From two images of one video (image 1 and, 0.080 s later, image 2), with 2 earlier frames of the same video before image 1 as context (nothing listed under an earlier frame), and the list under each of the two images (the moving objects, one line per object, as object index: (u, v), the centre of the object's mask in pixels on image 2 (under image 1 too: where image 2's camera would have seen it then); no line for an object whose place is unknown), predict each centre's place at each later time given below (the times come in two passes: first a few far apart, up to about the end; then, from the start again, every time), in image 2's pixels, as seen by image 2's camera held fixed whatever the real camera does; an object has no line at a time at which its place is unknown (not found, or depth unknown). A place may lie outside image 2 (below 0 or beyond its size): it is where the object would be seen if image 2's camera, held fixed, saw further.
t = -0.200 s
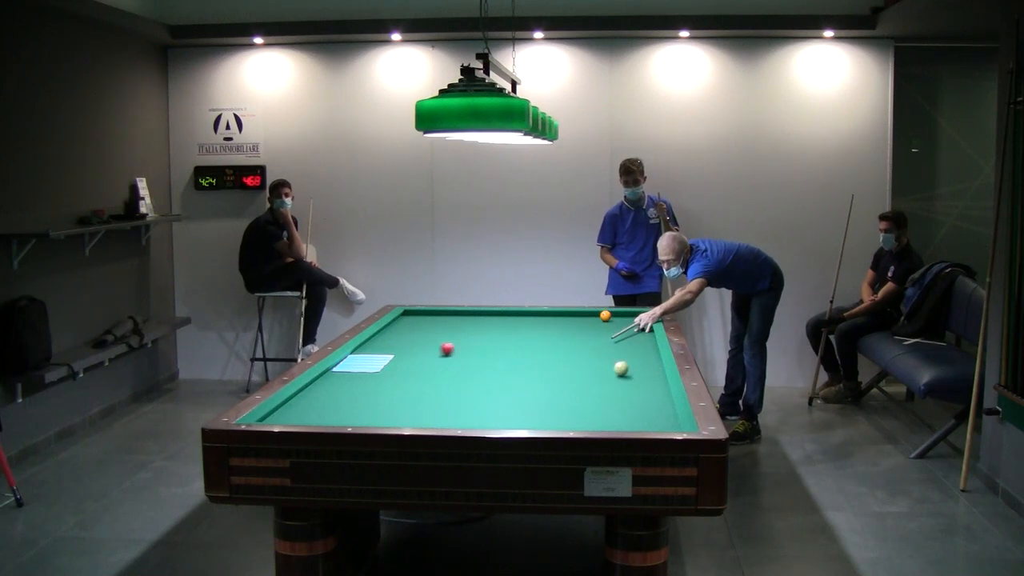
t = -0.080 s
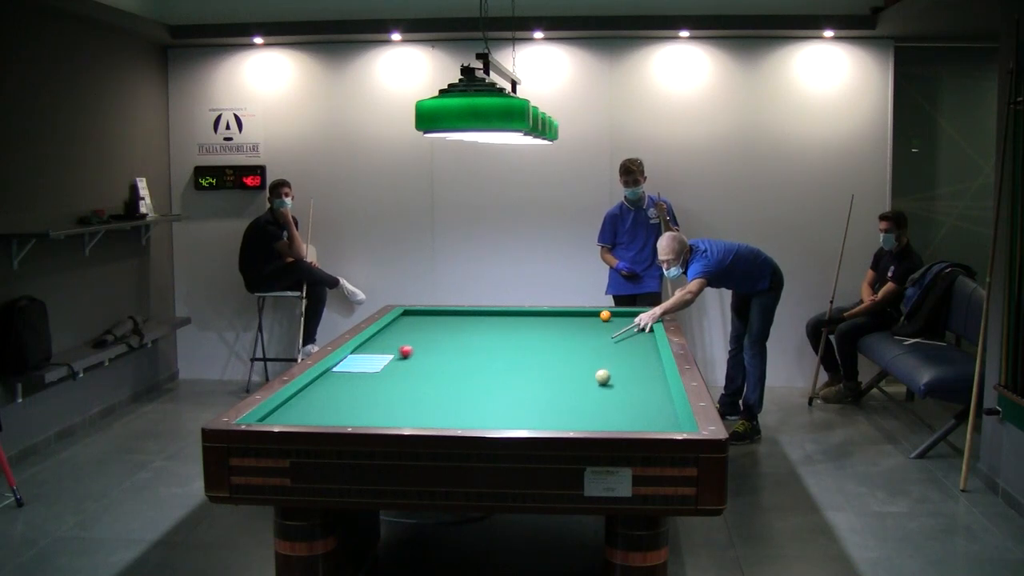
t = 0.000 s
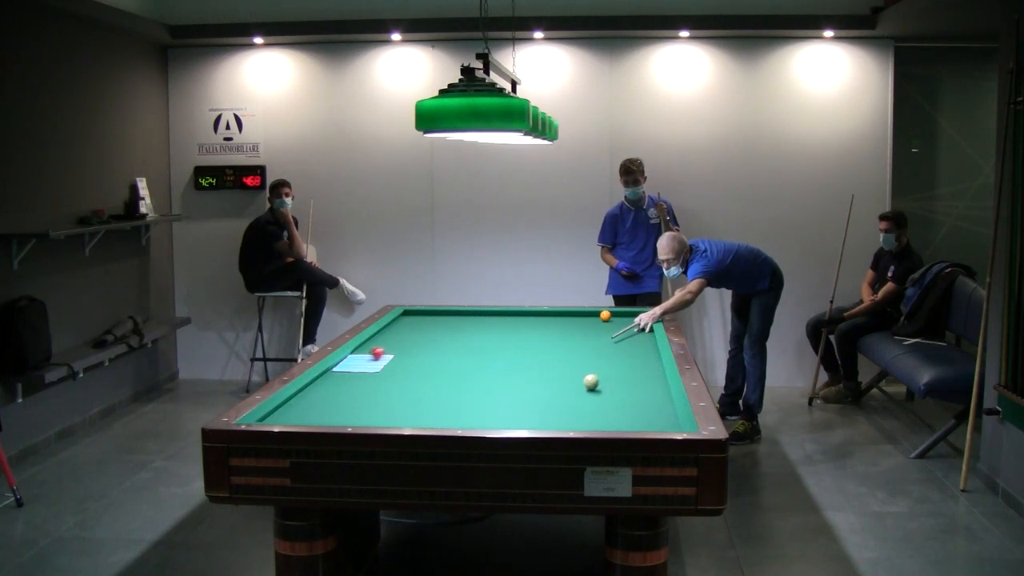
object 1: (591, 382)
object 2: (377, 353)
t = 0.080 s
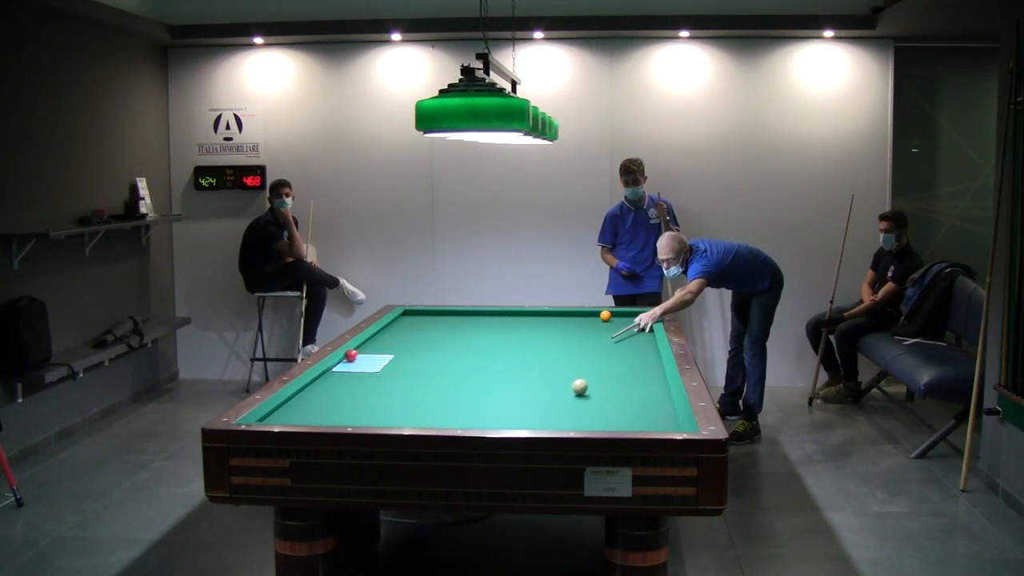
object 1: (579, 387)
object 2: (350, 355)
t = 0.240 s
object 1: (555, 397)
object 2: (385, 359)
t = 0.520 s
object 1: (508, 417)
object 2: (431, 366)
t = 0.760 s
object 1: (461, 419)
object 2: (472, 373)
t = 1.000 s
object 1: (415, 410)
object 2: (514, 379)
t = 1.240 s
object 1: (374, 400)
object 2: (559, 386)
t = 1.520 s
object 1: (330, 390)
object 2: (615, 394)
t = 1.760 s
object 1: (329, 382)
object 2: (664, 402)
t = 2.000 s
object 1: (360, 376)
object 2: (638, 406)
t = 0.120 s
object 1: (574, 390)
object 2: (359, 356)
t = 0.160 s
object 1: (568, 392)
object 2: (369, 357)
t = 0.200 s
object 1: (561, 395)
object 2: (377, 358)
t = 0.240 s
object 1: (555, 397)
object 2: (385, 359)
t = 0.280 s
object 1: (549, 400)
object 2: (392, 360)
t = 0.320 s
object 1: (543, 403)
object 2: (399, 361)
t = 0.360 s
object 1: (536, 405)
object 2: (405, 362)
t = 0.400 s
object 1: (529, 408)
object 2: (412, 363)
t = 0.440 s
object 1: (522, 411)
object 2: (418, 364)
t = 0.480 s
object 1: (515, 414)
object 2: (424, 365)
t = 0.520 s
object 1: (508, 417)
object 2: (431, 366)
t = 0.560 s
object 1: (501, 419)
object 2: (438, 367)
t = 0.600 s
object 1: (493, 421)
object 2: (445, 368)
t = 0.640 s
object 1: (486, 422)
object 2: (451, 369)
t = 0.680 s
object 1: (478, 422)
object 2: (458, 371)
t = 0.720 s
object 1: (469, 421)
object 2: (465, 371)
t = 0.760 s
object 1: (461, 419)
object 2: (472, 373)
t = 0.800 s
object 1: (453, 418)
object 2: (479, 374)
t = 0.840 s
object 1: (445, 417)
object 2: (486, 375)
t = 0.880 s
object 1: (437, 415)
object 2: (493, 376)
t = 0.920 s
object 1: (430, 414)
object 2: (500, 377)
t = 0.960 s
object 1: (422, 412)
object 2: (507, 378)
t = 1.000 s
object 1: (415, 410)
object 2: (514, 379)
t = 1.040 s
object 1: (408, 408)
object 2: (522, 380)
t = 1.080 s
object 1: (401, 407)
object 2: (529, 381)
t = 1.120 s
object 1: (394, 405)
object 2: (537, 382)
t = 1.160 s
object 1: (387, 403)
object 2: (544, 384)
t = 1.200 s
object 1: (380, 402)
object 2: (552, 385)
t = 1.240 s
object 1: (374, 400)
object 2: (559, 386)
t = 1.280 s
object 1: (367, 399)
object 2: (567, 387)
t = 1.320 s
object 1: (361, 397)
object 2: (575, 389)
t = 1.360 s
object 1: (355, 396)
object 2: (583, 390)
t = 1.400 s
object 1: (349, 394)
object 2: (591, 391)
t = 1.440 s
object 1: (342, 393)
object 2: (598, 392)
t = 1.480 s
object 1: (336, 392)
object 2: (606, 393)
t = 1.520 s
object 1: (330, 390)
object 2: (615, 394)
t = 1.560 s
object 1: (325, 389)
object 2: (623, 396)
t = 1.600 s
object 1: (319, 388)
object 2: (631, 397)
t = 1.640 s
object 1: (314, 386)
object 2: (639, 398)
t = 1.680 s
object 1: (315, 385)
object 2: (648, 399)
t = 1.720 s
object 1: (323, 384)
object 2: (656, 401)
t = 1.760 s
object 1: (329, 382)
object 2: (664, 402)
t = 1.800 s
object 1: (334, 381)
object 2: (661, 403)
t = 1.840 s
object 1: (340, 380)
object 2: (655, 403)
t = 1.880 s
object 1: (345, 379)
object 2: (650, 404)
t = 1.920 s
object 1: (350, 378)
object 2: (646, 405)
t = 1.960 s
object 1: (355, 377)
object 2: (642, 406)
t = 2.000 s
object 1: (360, 376)
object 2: (638, 406)
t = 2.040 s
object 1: (365, 375)
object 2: (634, 407)
